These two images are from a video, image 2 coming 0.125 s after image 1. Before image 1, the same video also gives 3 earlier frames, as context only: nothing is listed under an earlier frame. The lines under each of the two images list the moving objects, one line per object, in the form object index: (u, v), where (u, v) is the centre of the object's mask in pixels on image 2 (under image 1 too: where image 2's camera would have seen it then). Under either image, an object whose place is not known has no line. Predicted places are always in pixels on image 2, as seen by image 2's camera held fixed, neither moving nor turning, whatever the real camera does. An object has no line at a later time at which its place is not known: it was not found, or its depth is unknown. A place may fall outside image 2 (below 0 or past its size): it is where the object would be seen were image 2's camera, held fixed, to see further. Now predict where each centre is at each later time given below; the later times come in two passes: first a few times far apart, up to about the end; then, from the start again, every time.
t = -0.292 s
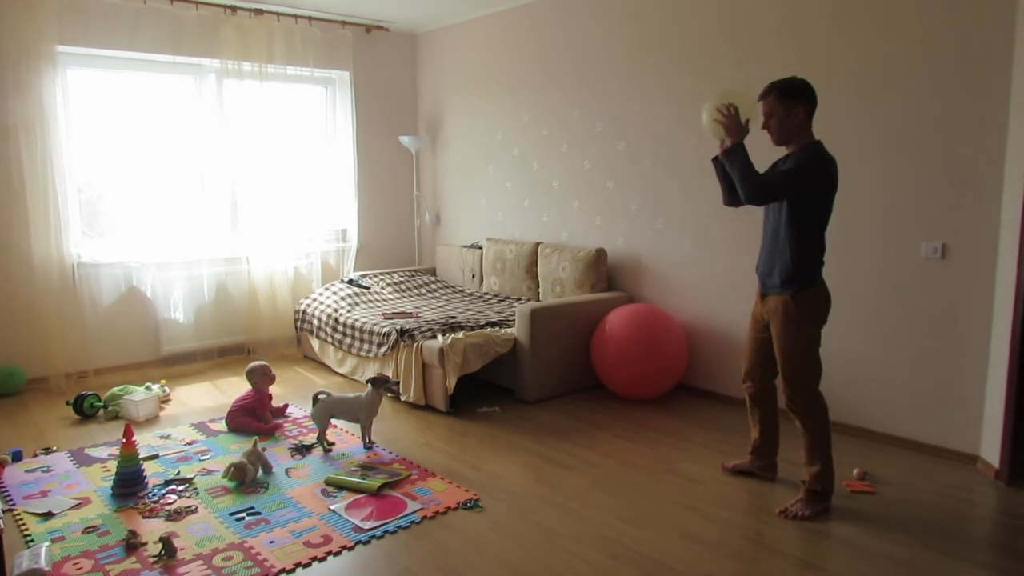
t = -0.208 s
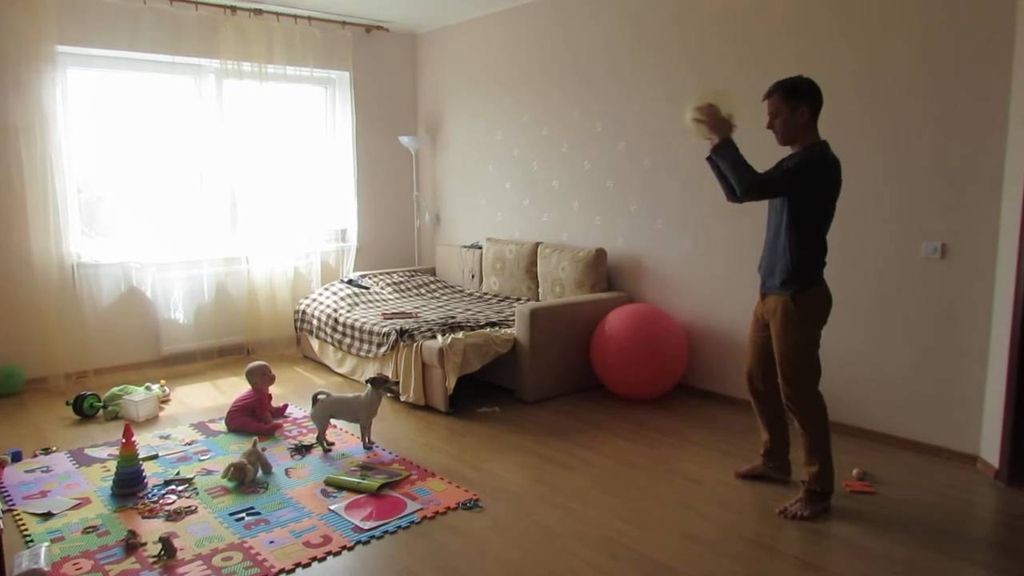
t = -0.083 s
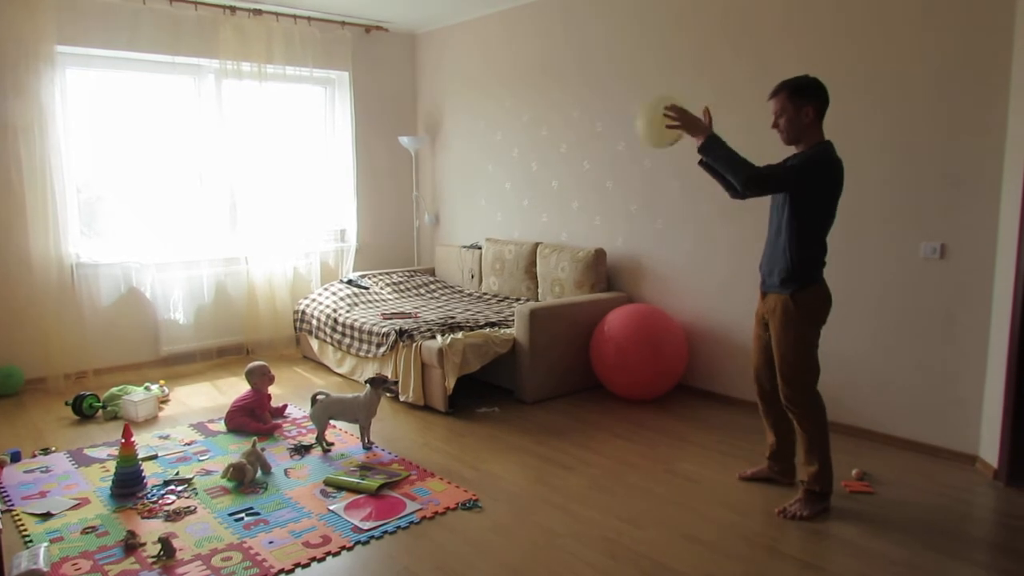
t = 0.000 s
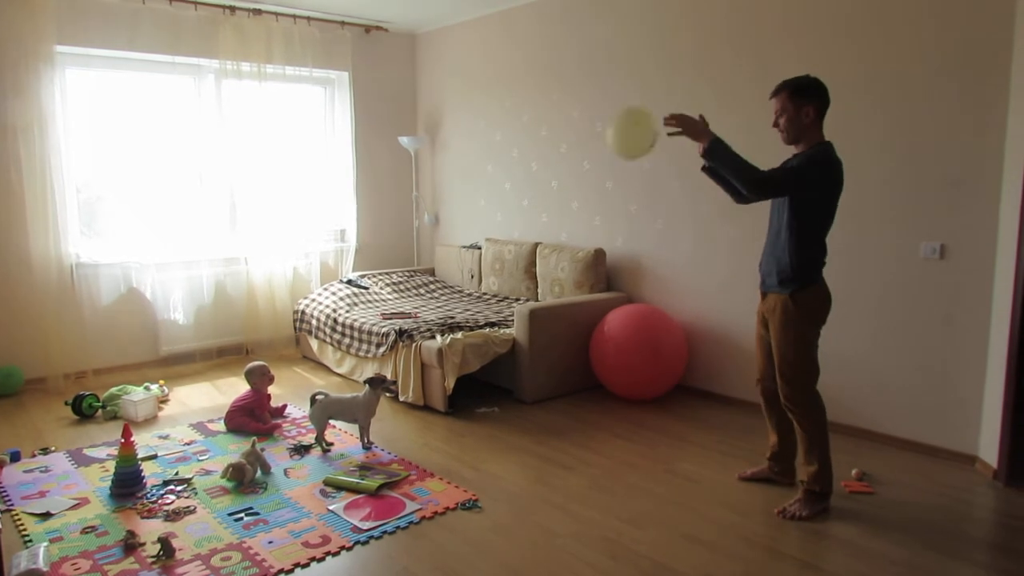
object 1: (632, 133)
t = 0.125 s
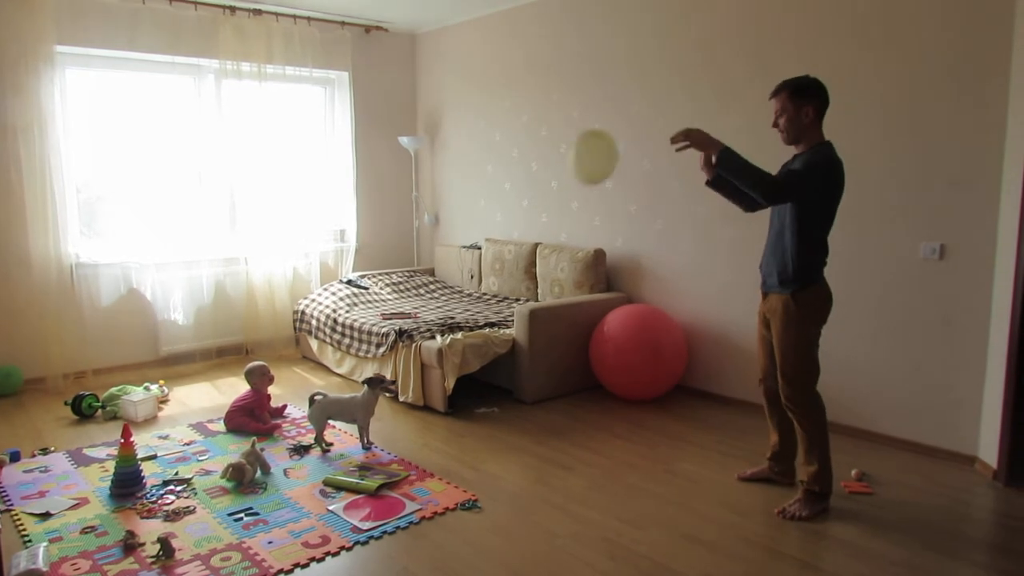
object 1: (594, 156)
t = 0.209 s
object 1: (573, 177)
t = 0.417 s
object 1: (538, 237)
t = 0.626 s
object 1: (528, 300)
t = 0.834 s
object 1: (533, 363)
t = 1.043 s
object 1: (540, 434)
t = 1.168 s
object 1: (547, 461)
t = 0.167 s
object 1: (583, 166)
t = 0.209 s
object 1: (573, 177)
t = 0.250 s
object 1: (563, 189)
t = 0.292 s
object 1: (556, 200)
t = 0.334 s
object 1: (549, 212)
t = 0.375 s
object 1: (543, 225)
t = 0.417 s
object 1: (538, 237)
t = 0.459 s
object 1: (535, 250)
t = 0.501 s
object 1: (531, 262)
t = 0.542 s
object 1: (529, 275)
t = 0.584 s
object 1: (528, 287)
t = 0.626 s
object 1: (528, 300)
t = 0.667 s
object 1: (528, 313)
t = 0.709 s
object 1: (529, 325)
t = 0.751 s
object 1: (530, 337)
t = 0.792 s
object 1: (531, 350)
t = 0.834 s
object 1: (533, 363)
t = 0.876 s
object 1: (535, 376)
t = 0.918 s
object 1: (536, 390)
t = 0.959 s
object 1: (538, 405)
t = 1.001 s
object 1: (539, 420)
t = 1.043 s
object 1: (540, 434)
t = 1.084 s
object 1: (540, 450)
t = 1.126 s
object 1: (540, 466)
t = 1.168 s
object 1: (547, 461)
